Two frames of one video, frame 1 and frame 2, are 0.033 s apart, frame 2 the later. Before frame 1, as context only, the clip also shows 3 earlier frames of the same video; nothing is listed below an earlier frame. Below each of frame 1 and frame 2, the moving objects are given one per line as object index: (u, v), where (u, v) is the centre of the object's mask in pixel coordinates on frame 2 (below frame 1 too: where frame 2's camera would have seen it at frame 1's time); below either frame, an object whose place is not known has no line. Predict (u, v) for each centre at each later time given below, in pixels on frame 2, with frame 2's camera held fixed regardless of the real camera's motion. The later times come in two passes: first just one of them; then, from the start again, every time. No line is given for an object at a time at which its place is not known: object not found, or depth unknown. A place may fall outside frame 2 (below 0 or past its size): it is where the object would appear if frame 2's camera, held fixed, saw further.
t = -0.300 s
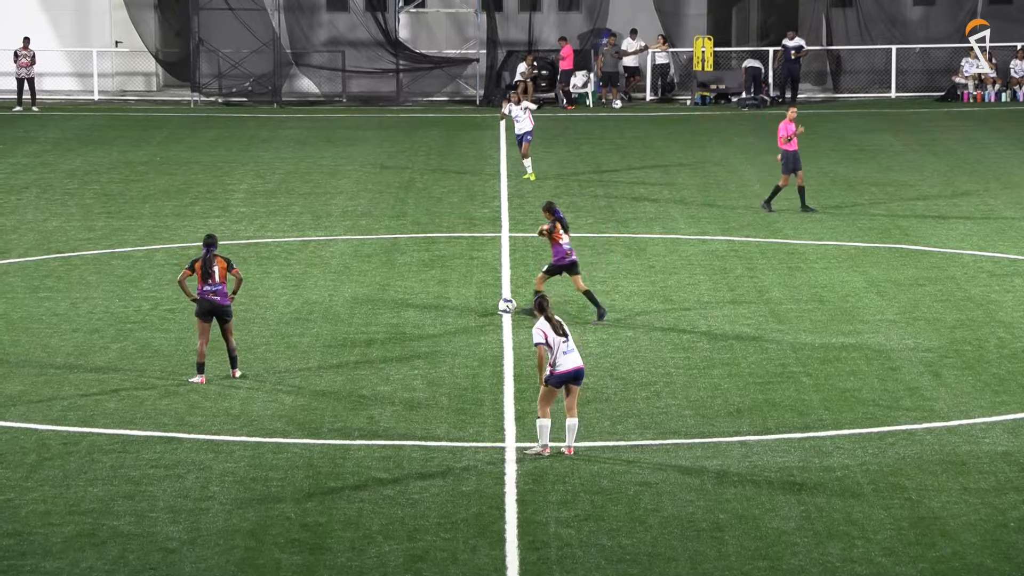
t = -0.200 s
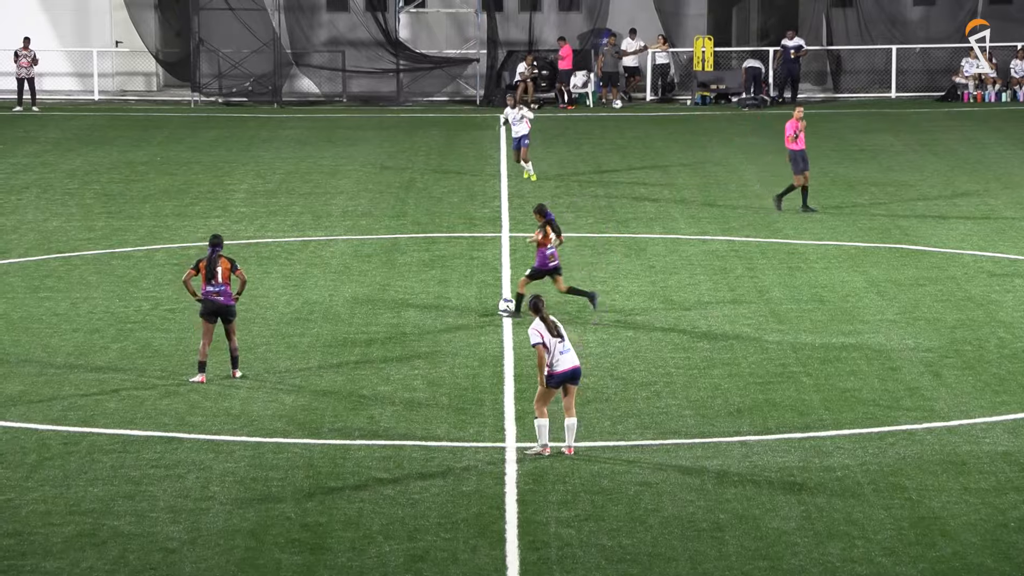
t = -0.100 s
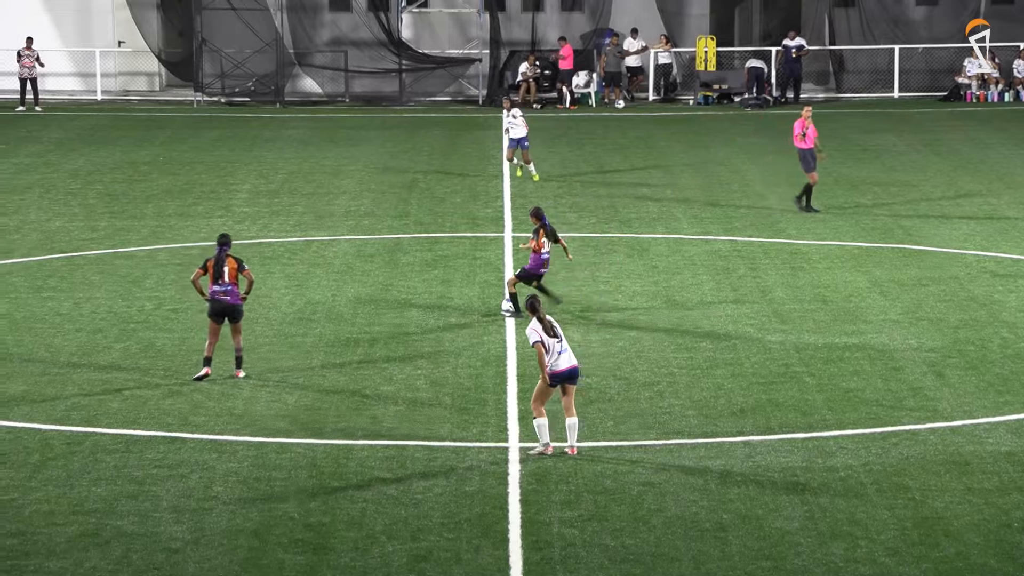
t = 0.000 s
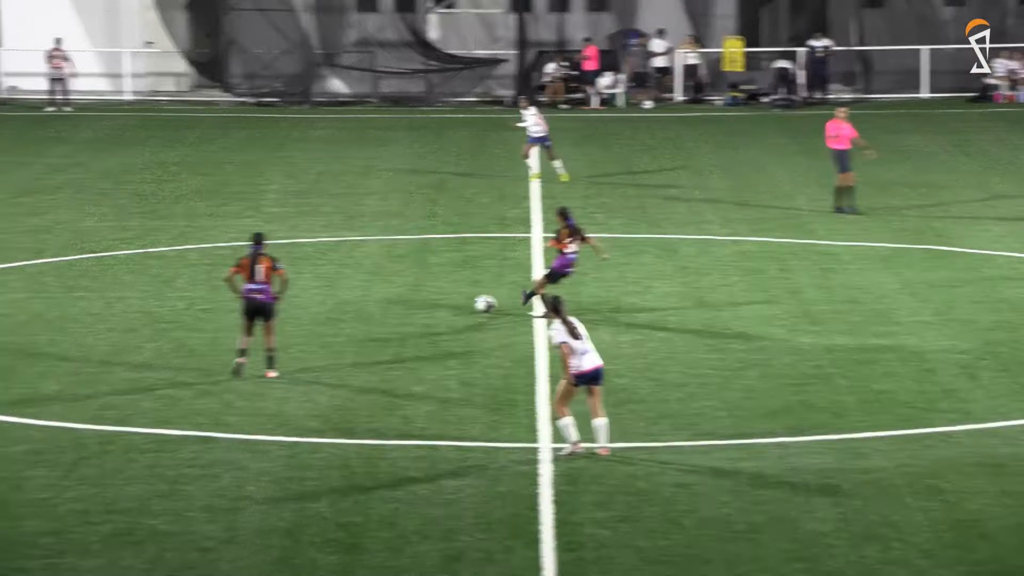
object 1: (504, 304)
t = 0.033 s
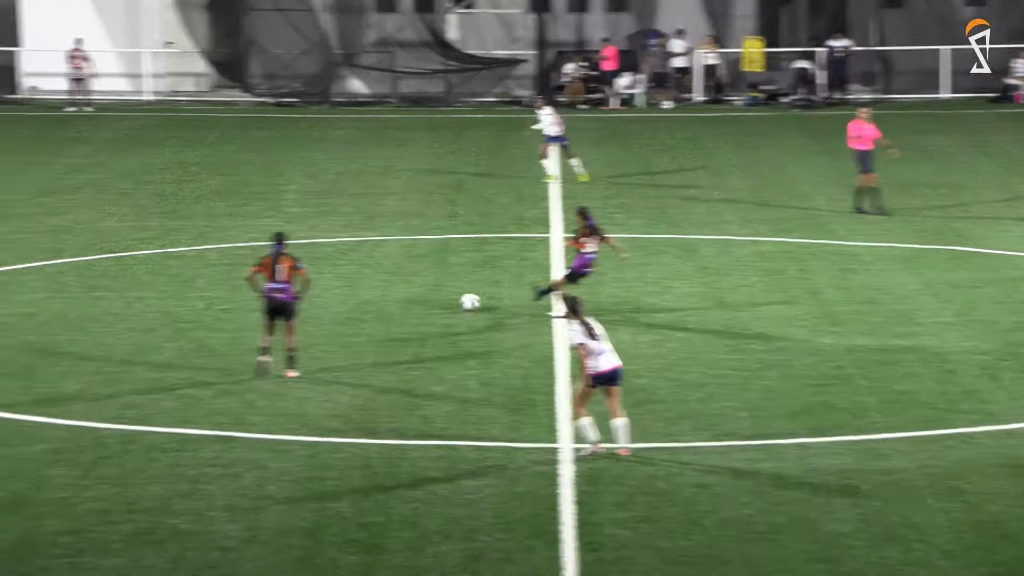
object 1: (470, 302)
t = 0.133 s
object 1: (368, 300)
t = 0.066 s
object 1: (435, 301)
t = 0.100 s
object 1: (402, 300)
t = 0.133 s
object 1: (368, 300)
